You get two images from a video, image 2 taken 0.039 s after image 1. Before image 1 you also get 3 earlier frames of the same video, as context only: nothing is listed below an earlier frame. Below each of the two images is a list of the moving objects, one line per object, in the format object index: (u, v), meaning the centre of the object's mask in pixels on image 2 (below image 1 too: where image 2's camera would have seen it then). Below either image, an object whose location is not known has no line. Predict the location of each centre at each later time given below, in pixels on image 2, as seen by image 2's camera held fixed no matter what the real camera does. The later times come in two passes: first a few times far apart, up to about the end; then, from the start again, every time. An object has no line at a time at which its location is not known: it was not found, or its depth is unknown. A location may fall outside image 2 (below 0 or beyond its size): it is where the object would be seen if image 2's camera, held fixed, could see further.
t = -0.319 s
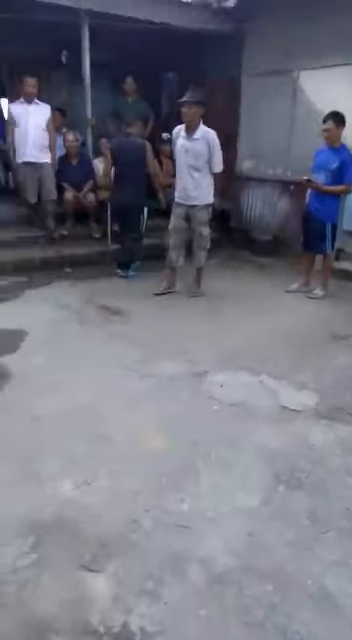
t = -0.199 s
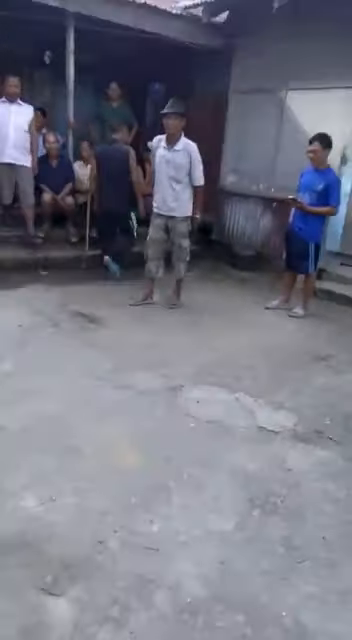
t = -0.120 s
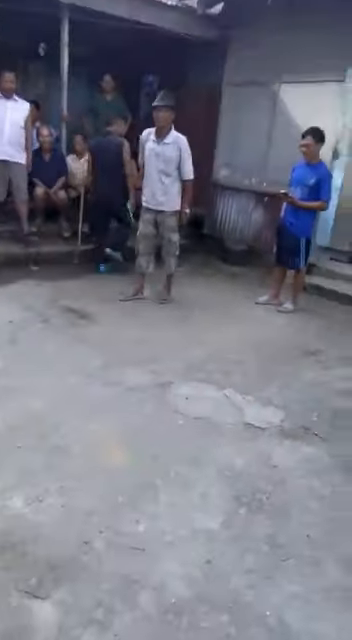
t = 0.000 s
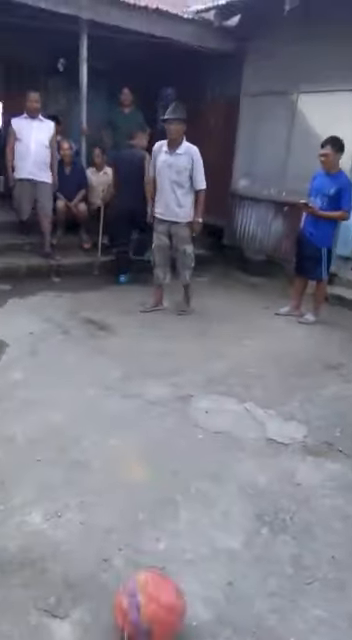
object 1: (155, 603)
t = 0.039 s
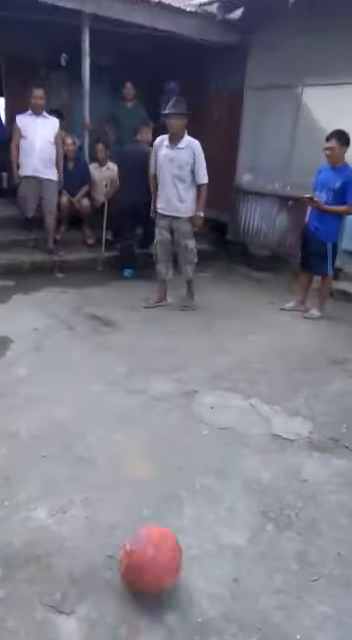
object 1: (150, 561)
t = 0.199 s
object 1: (136, 455)
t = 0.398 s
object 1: (124, 377)
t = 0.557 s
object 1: (117, 349)
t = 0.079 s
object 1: (146, 526)
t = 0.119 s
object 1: (142, 498)
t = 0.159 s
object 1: (139, 475)
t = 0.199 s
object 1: (136, 455)
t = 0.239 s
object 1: (133, 438)
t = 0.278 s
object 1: (130, 417)
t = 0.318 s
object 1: (128, 400)
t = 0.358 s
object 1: (126, 387)
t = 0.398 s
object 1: (124, 377)
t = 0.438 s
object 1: (121, 373)
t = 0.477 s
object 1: (120, 368)
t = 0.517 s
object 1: (118, 359)
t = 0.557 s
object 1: (117, 349)
